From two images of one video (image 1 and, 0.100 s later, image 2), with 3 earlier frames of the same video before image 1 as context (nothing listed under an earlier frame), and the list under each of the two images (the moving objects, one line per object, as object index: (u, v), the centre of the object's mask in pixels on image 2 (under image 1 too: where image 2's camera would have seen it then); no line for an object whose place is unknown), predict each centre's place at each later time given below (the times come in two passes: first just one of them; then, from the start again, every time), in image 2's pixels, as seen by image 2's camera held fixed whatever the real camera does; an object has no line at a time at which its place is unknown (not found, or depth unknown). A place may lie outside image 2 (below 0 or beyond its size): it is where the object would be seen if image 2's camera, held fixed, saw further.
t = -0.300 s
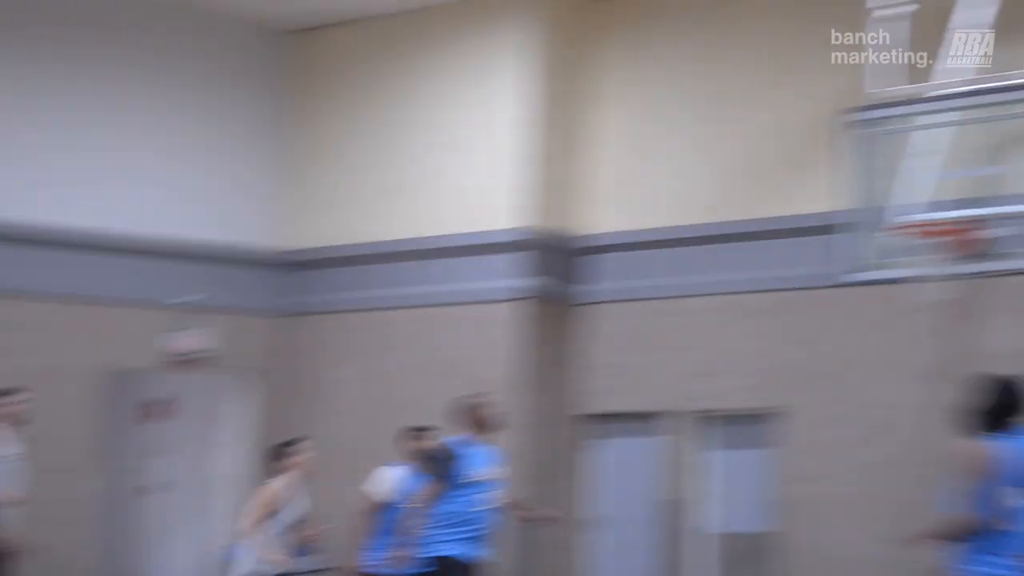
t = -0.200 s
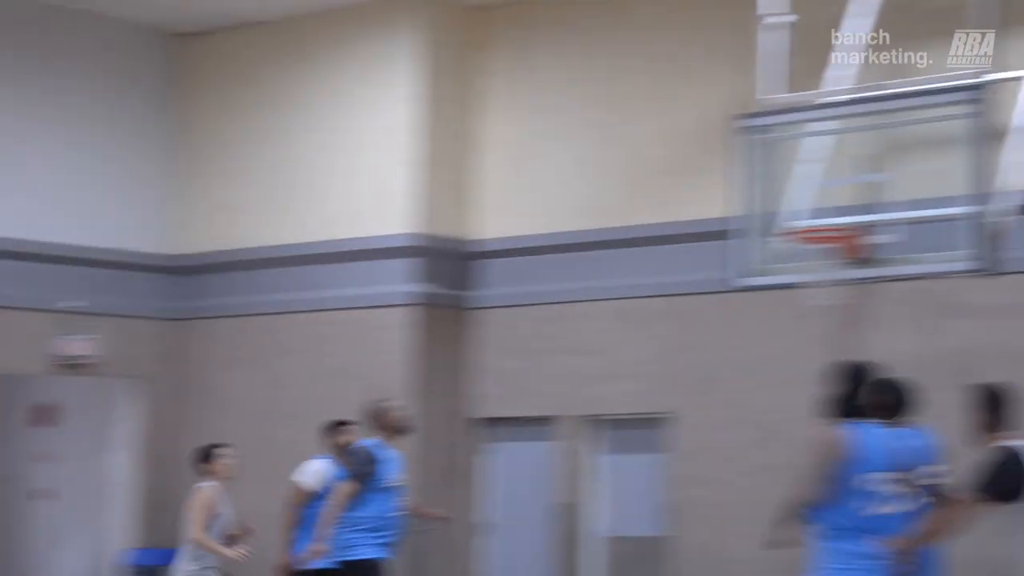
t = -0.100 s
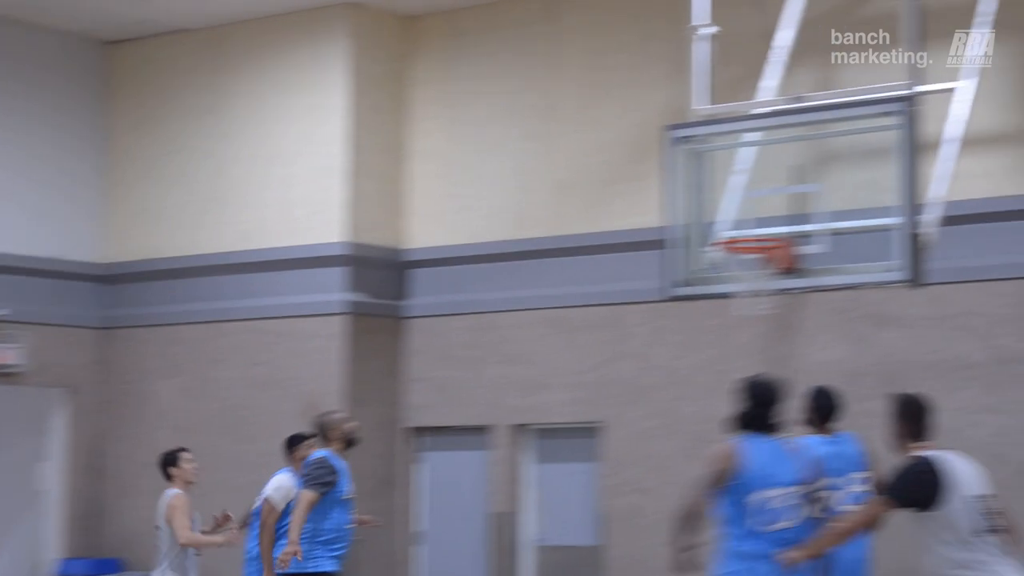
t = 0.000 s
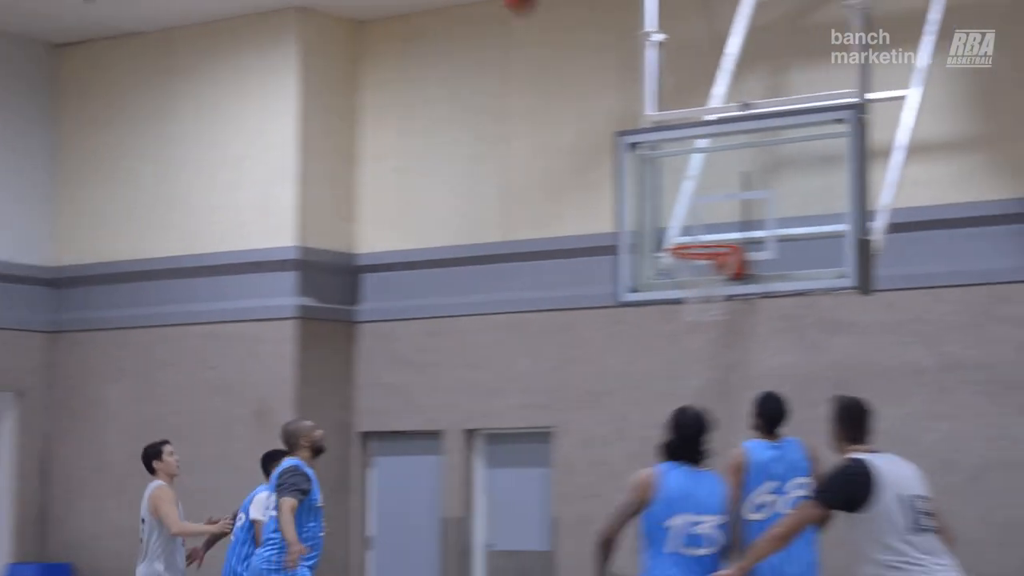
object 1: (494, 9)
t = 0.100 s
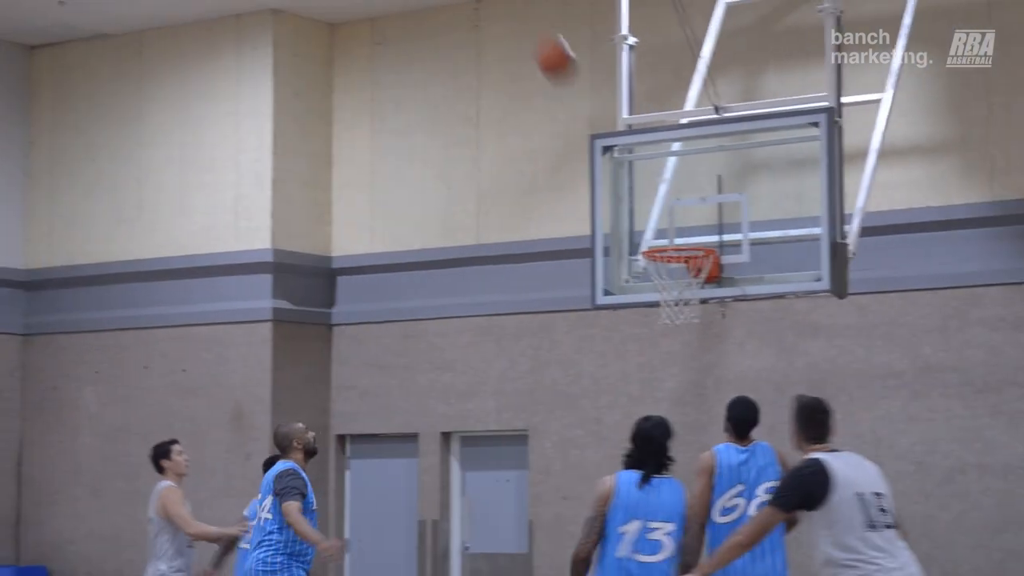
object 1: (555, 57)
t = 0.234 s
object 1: (631, 163)
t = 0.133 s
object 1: (574, 80)
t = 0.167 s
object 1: (592, 104)
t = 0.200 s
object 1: (611, 131)
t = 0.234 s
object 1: (631, 163)
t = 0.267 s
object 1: (650, 192)
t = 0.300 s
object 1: (670, 222)
